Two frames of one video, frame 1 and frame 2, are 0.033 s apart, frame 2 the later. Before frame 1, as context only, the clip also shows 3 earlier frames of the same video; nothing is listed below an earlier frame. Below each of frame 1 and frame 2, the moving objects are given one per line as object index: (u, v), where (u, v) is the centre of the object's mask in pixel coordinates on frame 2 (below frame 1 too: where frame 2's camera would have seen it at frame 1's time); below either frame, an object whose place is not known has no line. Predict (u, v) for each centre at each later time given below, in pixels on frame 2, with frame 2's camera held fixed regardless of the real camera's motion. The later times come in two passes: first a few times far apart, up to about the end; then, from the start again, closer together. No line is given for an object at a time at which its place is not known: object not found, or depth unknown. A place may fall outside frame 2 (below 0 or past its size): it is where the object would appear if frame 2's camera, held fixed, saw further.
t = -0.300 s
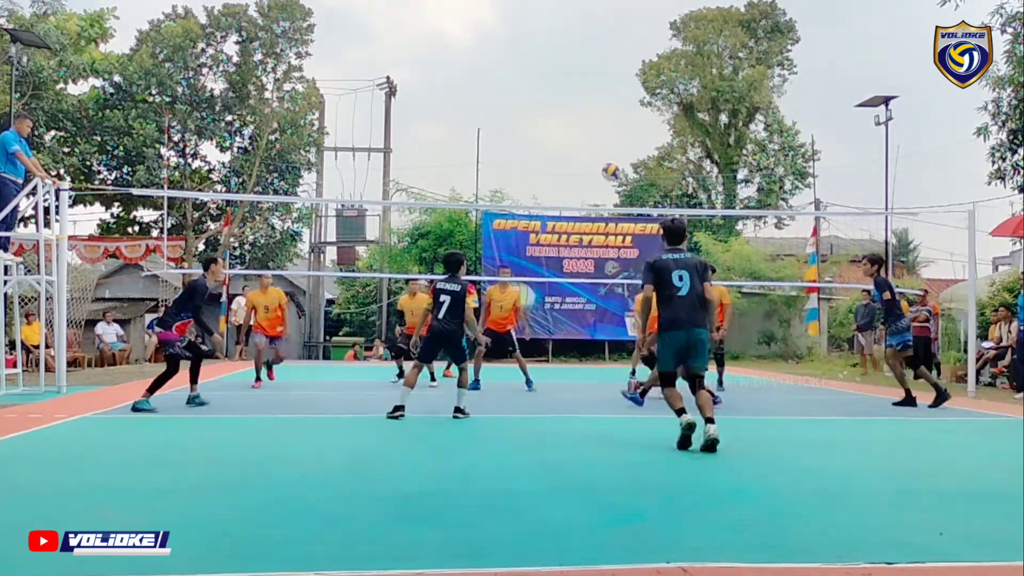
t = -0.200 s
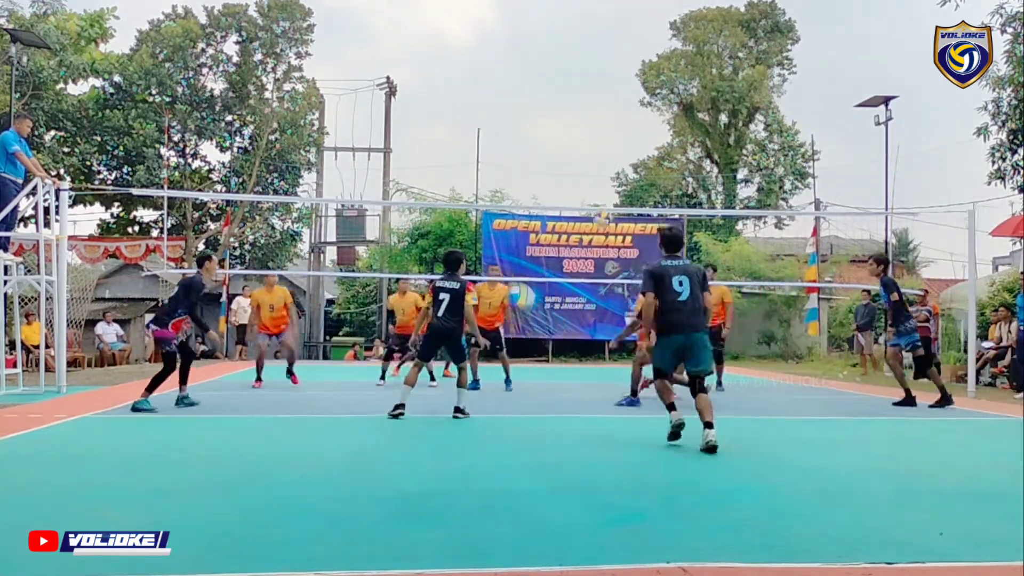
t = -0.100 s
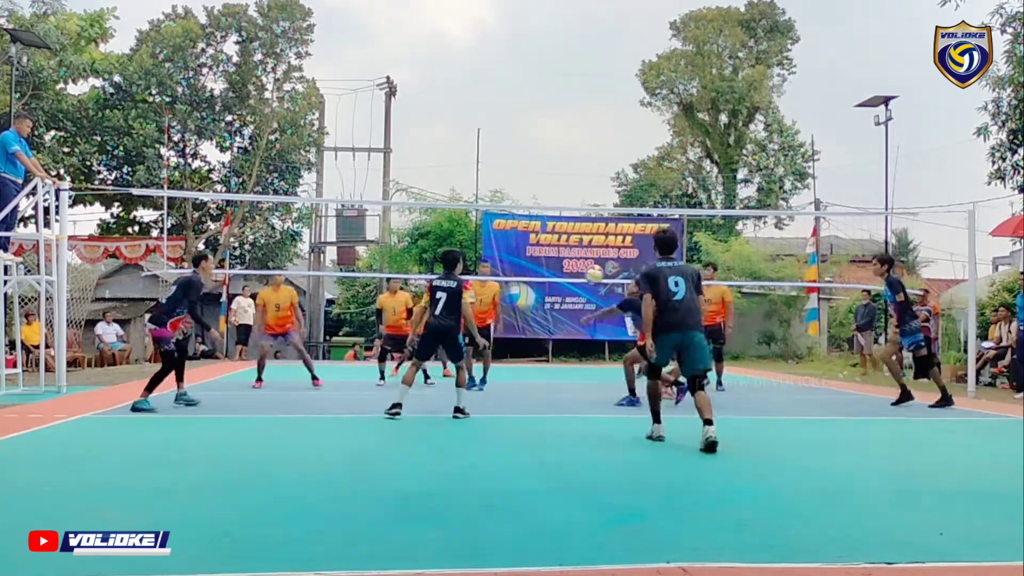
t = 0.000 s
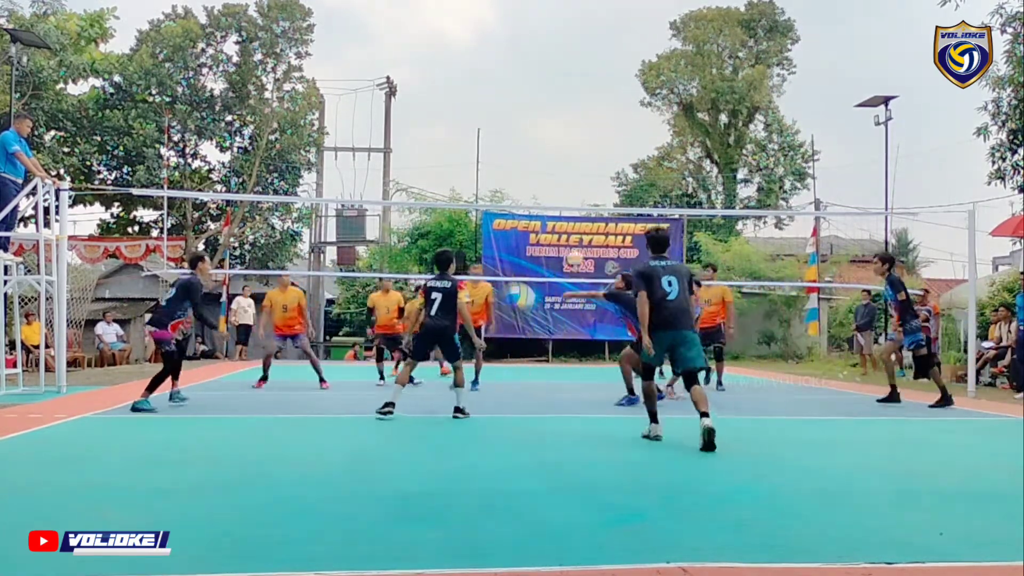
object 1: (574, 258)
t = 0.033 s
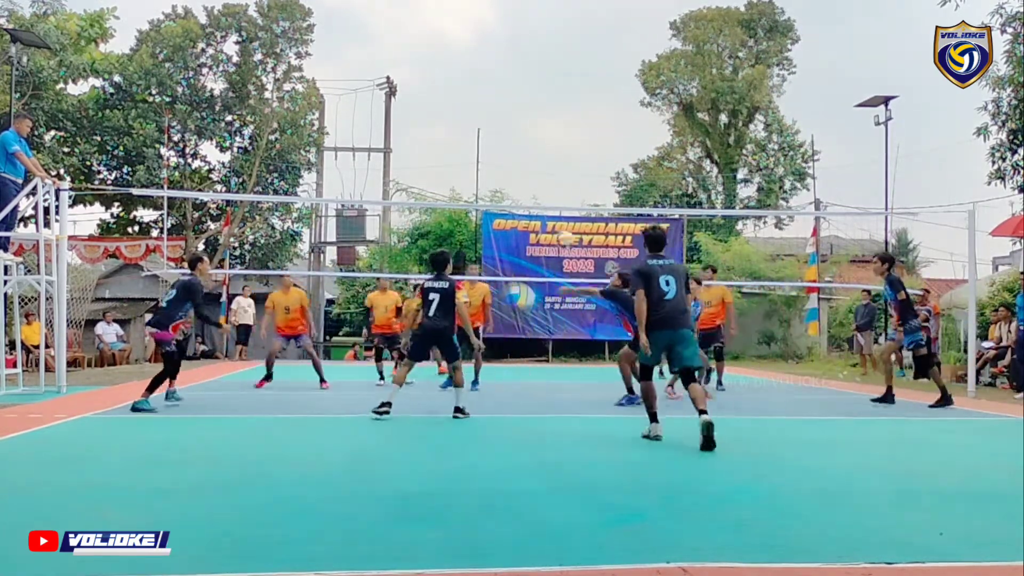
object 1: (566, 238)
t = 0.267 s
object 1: (504, 137)
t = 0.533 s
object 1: (439, 79)
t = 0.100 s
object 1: (547, 205)
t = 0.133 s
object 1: (538, 190)
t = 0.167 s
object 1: (529, 176)
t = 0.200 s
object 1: (521, 162)
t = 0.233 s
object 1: (513, 149)
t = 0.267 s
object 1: (504, 137)
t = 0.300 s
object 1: (496, 127)
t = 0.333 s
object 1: (488, 118)
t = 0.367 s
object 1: (479, 109)
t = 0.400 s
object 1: (471, 101)
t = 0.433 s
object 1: (463, 94)
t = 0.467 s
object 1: (455, 88)
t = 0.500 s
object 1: (447, 83)
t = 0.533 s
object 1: (439, 79)
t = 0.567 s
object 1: (431, 76)
